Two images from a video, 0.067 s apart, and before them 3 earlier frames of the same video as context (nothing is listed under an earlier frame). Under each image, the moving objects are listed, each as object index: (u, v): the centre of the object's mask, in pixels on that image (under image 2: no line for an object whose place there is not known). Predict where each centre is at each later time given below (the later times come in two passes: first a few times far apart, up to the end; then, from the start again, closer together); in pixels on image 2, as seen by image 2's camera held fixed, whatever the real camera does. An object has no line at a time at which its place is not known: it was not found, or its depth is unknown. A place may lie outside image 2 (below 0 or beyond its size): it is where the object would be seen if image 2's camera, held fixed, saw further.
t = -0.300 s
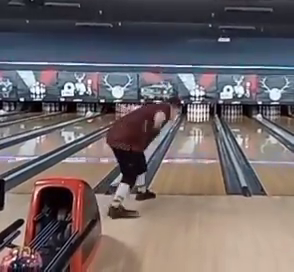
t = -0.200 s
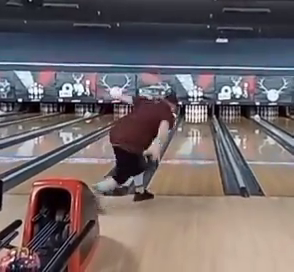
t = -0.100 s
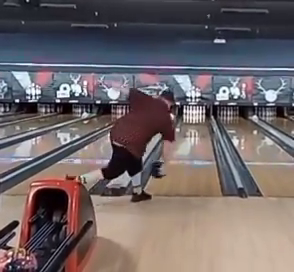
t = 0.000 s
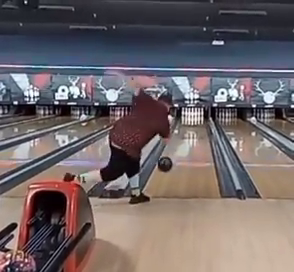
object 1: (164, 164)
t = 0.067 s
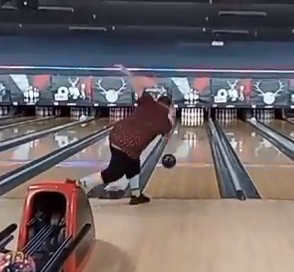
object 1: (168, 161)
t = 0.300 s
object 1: (178, 162)
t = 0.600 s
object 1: (187, 148)
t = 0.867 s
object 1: (193, 140)
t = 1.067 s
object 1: (196, 136)
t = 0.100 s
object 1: (170, 160)
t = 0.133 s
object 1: (172, 160)
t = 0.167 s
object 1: (173, 160)
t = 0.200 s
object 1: (175, 162)
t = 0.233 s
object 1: (176, 164)
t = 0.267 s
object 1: (177, 163)
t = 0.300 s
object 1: (178, 162)
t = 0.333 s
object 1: (180, 160)
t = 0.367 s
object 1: (181, 159)
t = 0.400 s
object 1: (182, 157)
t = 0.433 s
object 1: (183, 155)
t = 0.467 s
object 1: (184, 154)
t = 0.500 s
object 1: (185, 153)
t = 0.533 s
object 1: (186, 151)
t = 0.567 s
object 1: (187, 150)
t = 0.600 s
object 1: (187, 148)
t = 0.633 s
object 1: (188, 147)
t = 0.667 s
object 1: (189, 146)
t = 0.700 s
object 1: (190, 145)
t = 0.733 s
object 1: (190, 144)
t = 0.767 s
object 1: (191, 143)
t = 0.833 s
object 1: (192, 141)
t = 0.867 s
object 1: (193, 140)
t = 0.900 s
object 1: (194, 139)
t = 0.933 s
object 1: (194, 138)
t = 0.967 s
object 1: (195, 137)
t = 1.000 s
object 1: (195, 136)
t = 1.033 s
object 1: (195, 136)
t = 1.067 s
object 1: (196, 136)
